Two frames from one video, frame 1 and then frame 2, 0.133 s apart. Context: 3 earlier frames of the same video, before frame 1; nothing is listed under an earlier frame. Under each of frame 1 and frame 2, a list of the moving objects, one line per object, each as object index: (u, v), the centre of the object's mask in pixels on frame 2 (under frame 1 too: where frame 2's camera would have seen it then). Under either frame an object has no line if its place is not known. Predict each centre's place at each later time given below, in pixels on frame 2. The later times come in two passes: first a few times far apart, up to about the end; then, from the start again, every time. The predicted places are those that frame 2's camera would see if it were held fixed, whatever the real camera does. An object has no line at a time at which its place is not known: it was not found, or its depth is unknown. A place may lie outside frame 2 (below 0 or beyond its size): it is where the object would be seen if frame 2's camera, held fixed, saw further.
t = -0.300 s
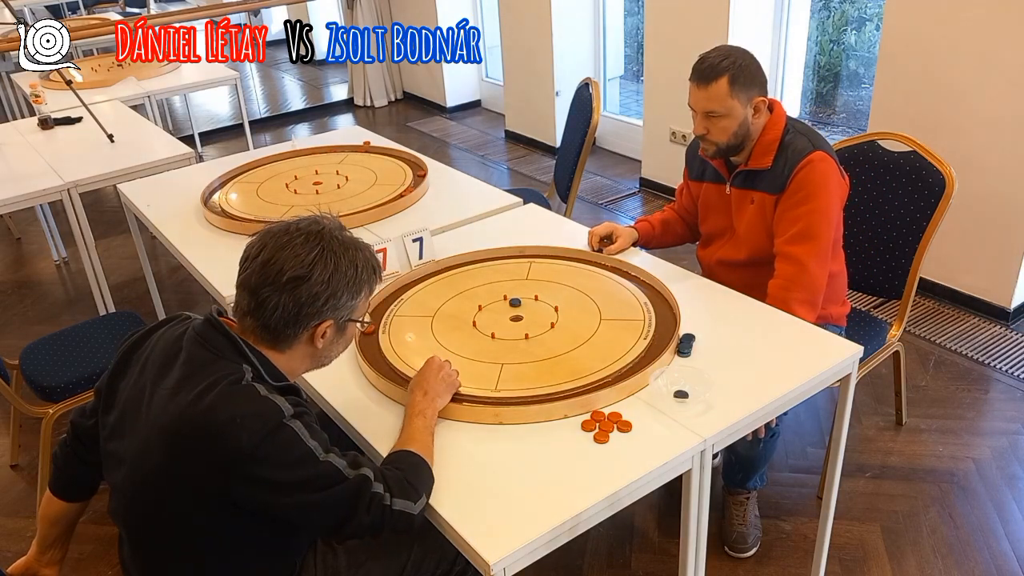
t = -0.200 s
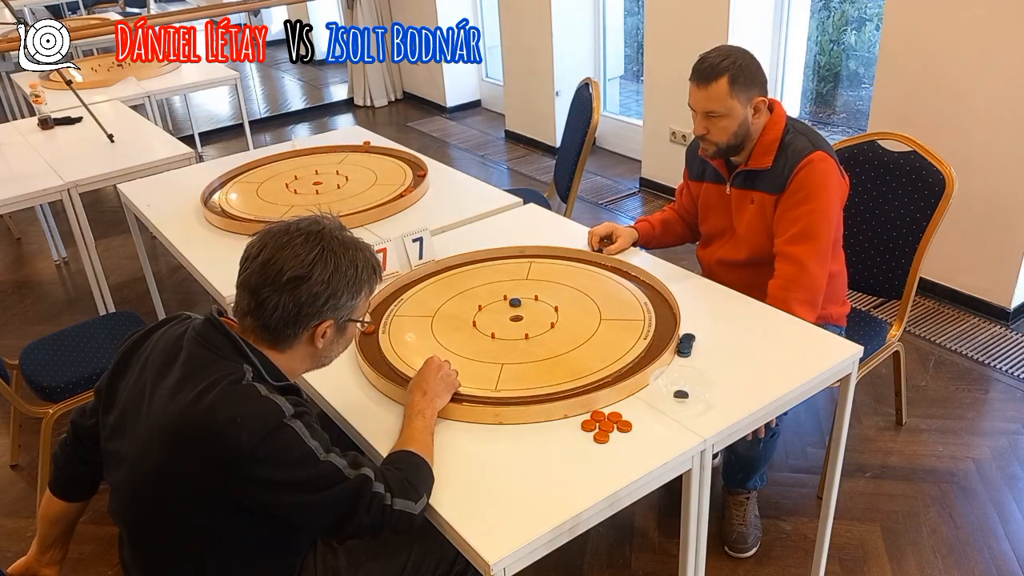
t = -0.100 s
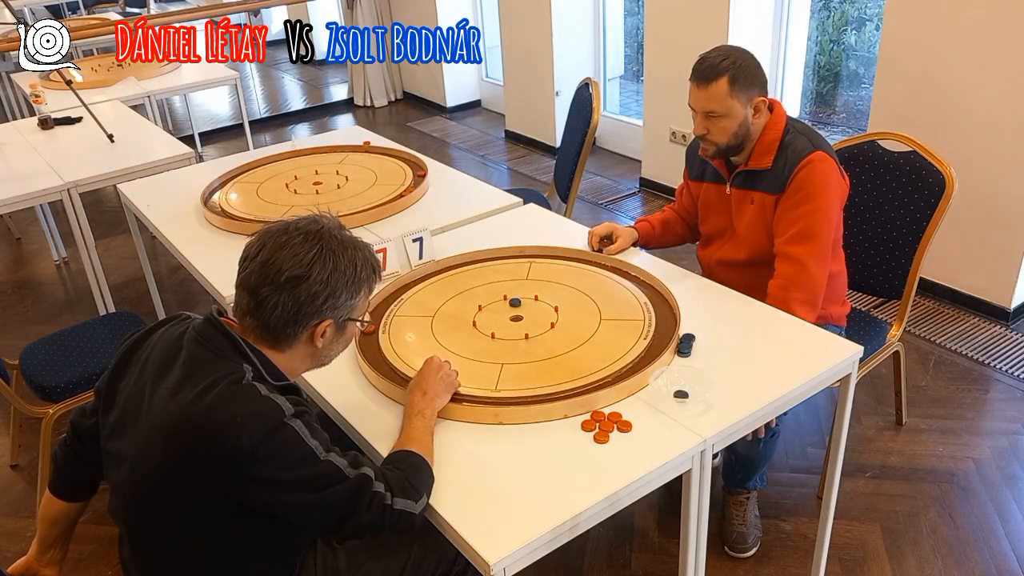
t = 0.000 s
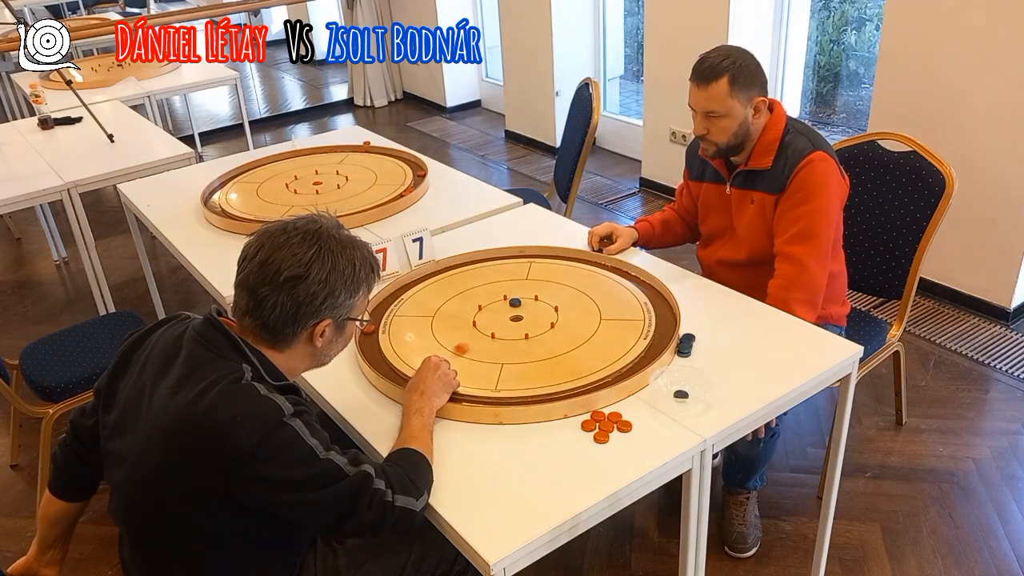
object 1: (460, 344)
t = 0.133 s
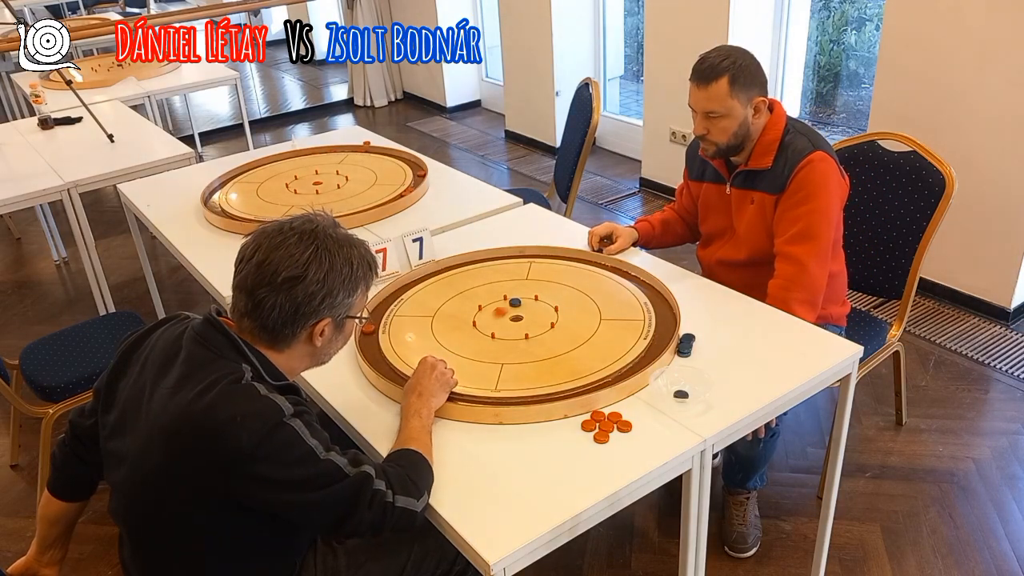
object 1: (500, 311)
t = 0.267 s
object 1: (496, 299)
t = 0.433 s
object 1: (488, 291)
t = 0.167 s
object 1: (504, 305)
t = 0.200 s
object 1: (501, 303)
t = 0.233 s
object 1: (499, 301)
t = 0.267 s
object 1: (496, 299)
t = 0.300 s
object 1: (495, 297)
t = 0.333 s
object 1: (493, 295)
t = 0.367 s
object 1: (491, 293)
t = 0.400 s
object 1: (489, 292)
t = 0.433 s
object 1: (488, 291)
